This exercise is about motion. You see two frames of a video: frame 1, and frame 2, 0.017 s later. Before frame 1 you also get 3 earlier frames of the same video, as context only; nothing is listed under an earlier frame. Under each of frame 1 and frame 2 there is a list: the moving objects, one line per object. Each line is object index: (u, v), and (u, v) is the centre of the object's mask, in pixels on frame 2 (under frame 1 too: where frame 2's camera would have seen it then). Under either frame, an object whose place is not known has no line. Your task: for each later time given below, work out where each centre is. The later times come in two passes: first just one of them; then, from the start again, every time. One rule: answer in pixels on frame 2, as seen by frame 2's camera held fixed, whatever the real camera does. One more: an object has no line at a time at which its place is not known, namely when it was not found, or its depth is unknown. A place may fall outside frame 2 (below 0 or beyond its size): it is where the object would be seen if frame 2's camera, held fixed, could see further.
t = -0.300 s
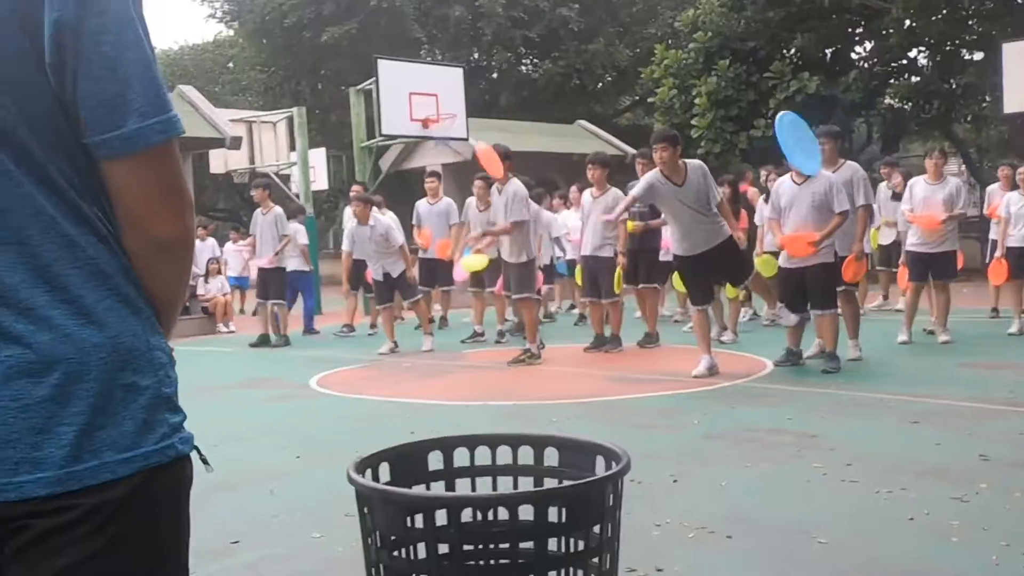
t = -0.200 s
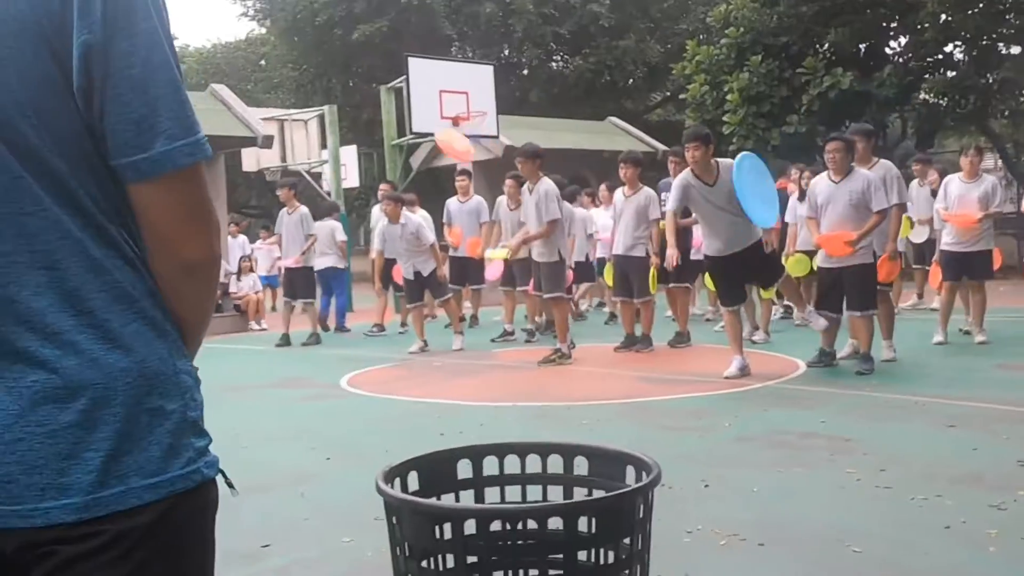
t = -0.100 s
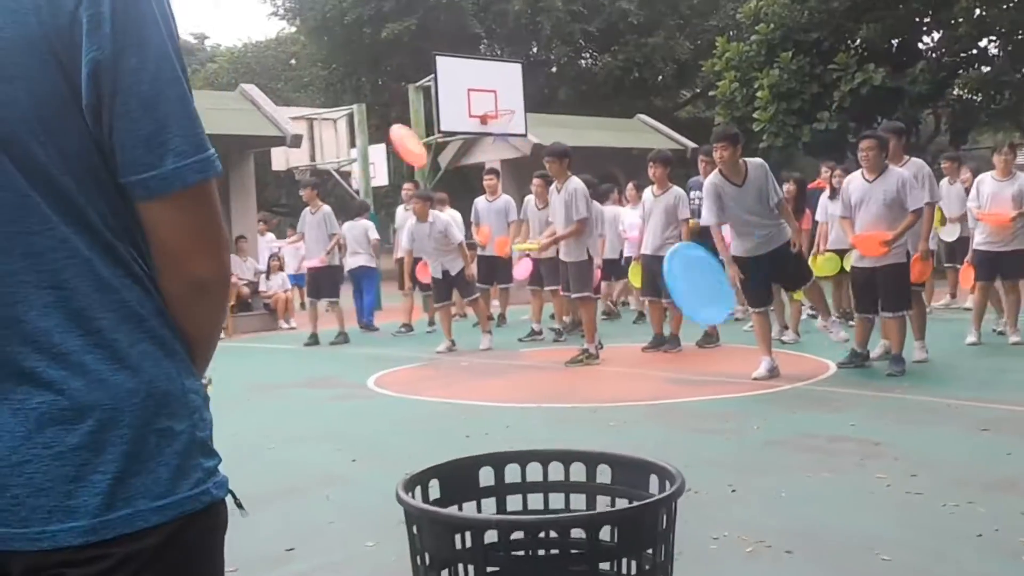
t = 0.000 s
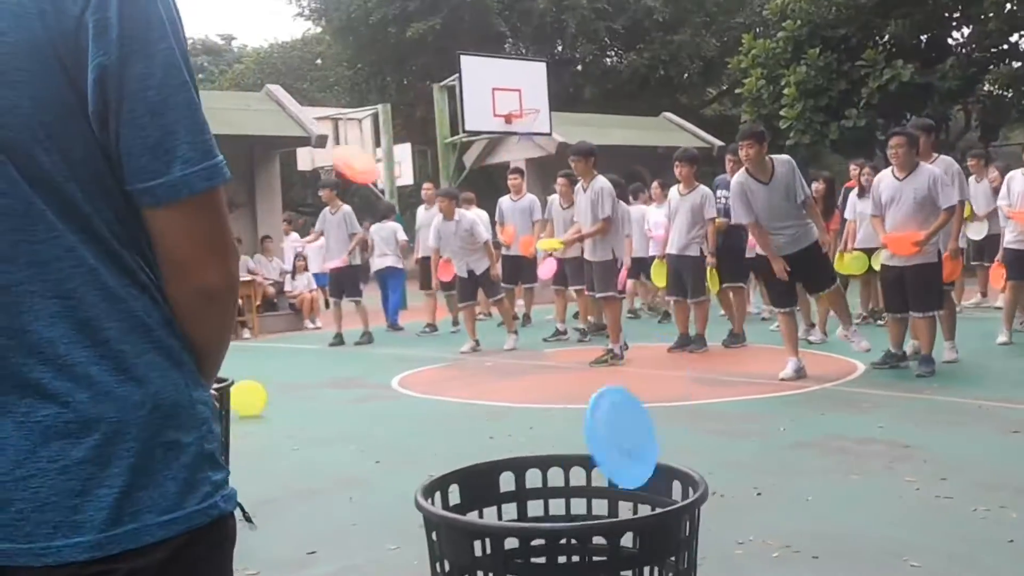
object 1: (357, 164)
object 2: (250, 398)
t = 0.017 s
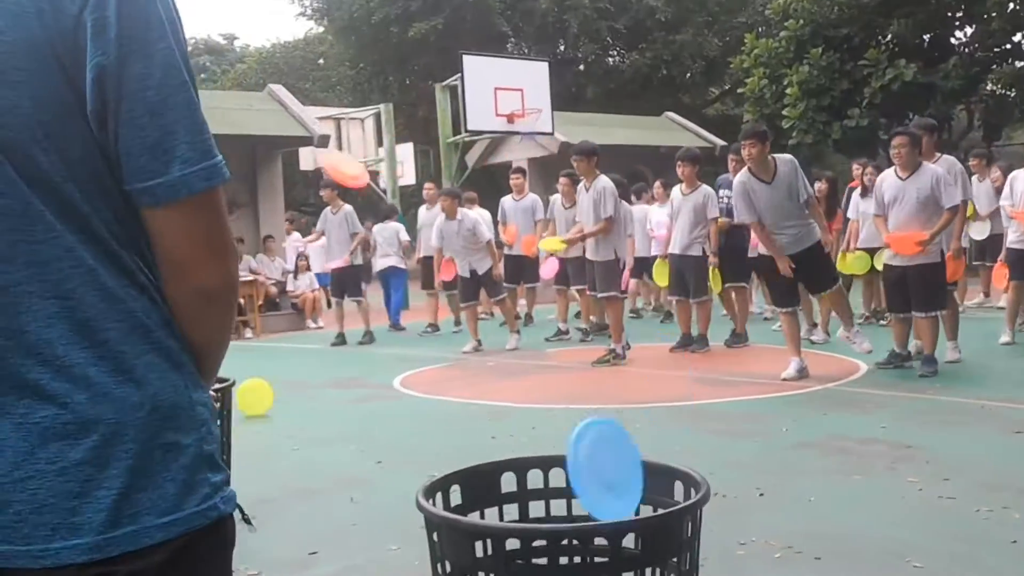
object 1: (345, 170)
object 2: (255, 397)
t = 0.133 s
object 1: (249, 221)
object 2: (291, 393)
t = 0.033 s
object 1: (330, 175)
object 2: (260, 396)
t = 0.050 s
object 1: (317, 181)
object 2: (265, 395)
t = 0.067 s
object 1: (303, 187)
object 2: (270, 395)
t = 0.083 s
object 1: (290, 194)
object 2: (275, 394)
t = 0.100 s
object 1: (276, 202)
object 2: (281, 394)
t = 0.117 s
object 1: (262, 211)
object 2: (286, 394)
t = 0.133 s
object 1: (249, 221)
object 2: (291, 393)
